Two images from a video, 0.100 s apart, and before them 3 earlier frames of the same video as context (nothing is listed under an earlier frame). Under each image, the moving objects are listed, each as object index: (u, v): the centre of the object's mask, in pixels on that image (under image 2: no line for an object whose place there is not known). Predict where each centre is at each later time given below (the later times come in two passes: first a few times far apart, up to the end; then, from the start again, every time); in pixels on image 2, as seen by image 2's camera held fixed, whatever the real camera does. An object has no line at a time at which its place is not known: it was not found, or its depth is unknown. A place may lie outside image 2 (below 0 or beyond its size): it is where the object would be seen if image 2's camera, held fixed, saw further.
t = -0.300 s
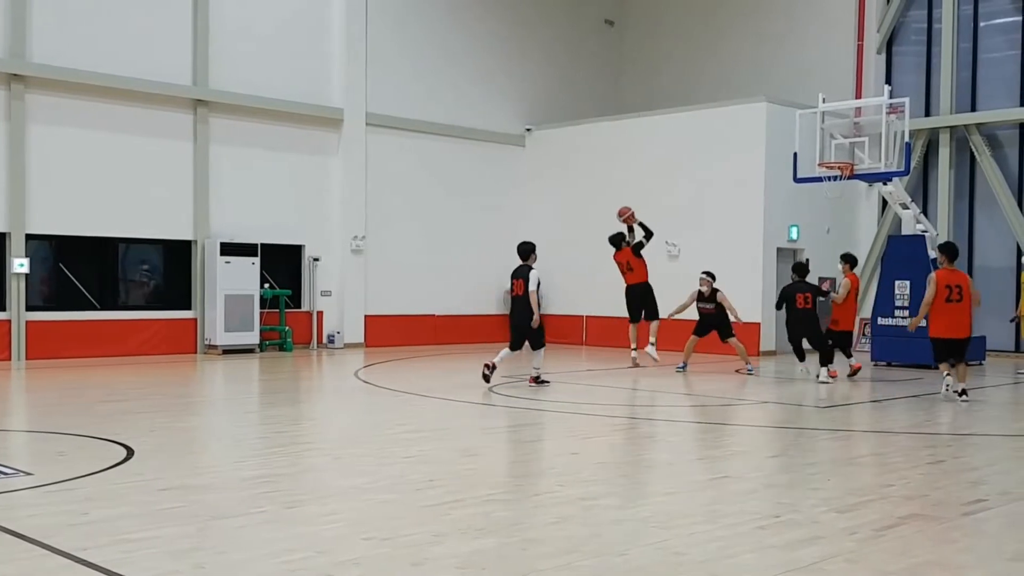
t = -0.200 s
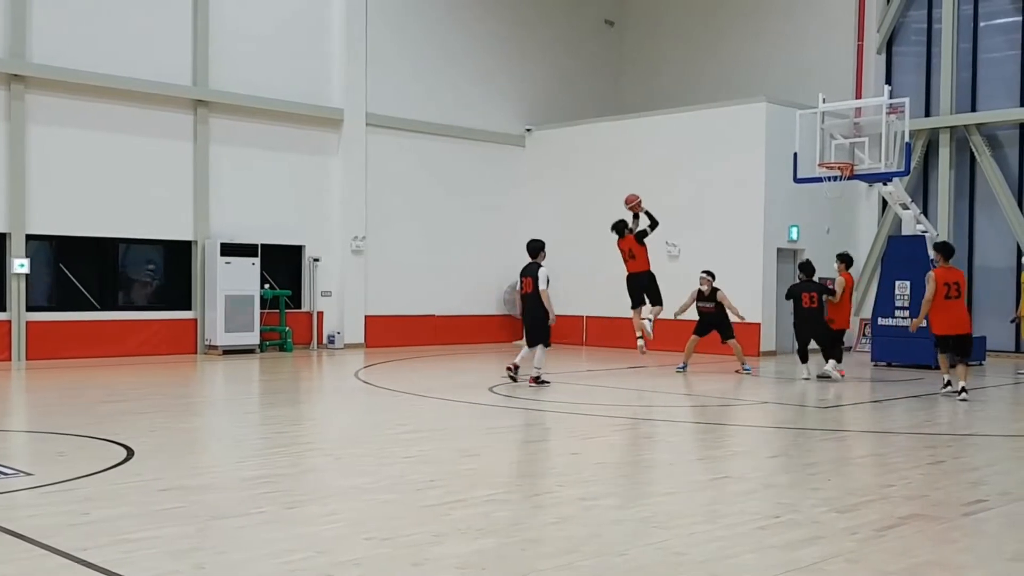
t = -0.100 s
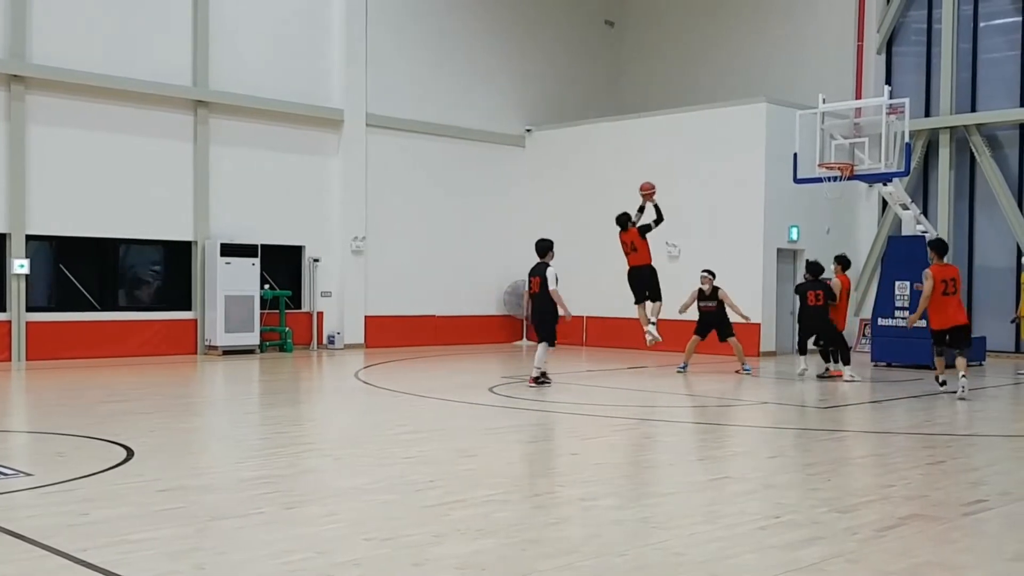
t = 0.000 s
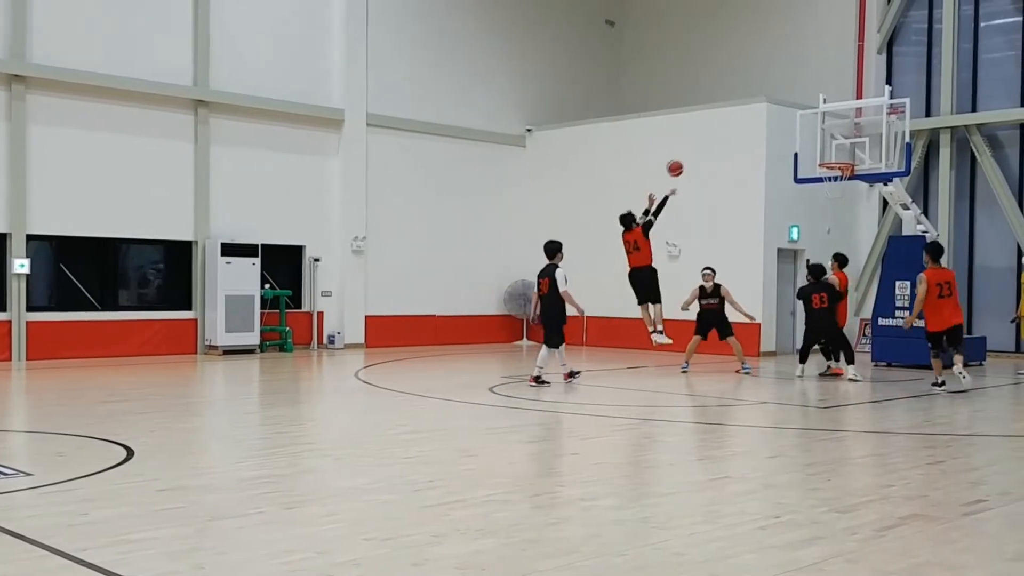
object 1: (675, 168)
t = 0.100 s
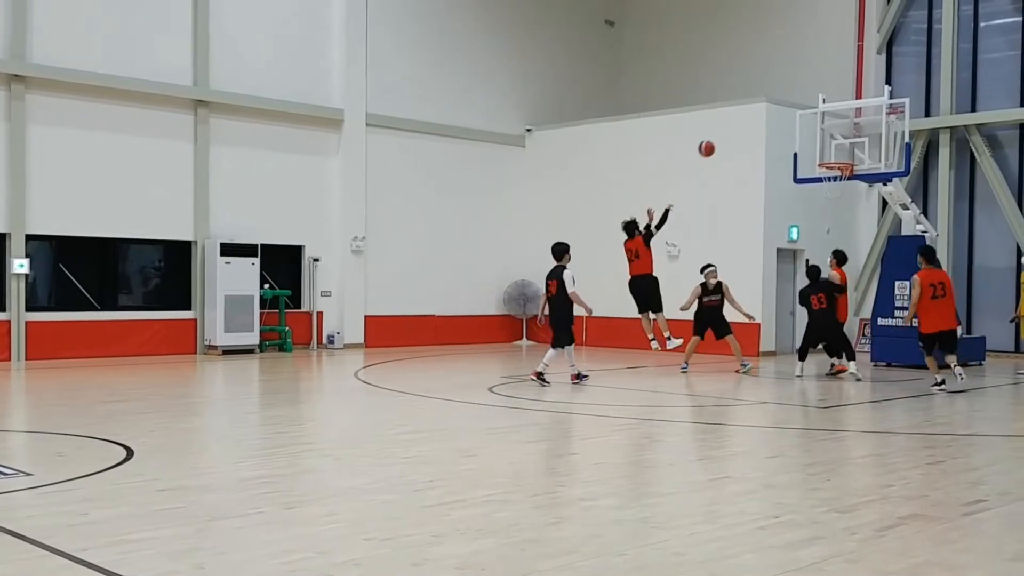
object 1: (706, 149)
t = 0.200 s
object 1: (738, 137)
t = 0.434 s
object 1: (808, 135)
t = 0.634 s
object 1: (841, 156)
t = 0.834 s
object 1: (835, 157)
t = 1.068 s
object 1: (838, 154)
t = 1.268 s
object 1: (838, 175)
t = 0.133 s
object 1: (717, 144)
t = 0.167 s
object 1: (727, 140)
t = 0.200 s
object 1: (738, 137)
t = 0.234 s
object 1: (748, 134)
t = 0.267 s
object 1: (758, 132)
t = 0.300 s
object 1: (769, 131)
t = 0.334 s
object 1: (778, 131)
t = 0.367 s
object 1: (788, 132)
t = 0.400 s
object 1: (798, 133)
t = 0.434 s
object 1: (808, 135)
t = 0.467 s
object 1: (818, 138)
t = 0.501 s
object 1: (827, 142)
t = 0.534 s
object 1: (837, 146)
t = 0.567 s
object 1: (844, 150)
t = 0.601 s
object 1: (842, 152)
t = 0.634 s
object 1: (841, 156)
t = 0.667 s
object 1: (839, 158)
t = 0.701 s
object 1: (832, 162)
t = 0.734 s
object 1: (827, 162)
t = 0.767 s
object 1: (828, 160)
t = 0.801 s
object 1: (832, 158)
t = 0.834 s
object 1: (835, 157)
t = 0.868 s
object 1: (836, 156)
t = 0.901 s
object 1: (838, 155)
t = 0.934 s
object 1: (838, 154)
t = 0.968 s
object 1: (838, 153)
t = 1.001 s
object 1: (838, 153)
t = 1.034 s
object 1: (838, 153)
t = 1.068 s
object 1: (838, 154)
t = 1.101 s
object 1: (838, 155)
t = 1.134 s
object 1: (838, 158)
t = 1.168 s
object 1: (837, 159)
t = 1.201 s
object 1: (837, 167)
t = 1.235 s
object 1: (836, 171)
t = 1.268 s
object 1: (838, 175)
